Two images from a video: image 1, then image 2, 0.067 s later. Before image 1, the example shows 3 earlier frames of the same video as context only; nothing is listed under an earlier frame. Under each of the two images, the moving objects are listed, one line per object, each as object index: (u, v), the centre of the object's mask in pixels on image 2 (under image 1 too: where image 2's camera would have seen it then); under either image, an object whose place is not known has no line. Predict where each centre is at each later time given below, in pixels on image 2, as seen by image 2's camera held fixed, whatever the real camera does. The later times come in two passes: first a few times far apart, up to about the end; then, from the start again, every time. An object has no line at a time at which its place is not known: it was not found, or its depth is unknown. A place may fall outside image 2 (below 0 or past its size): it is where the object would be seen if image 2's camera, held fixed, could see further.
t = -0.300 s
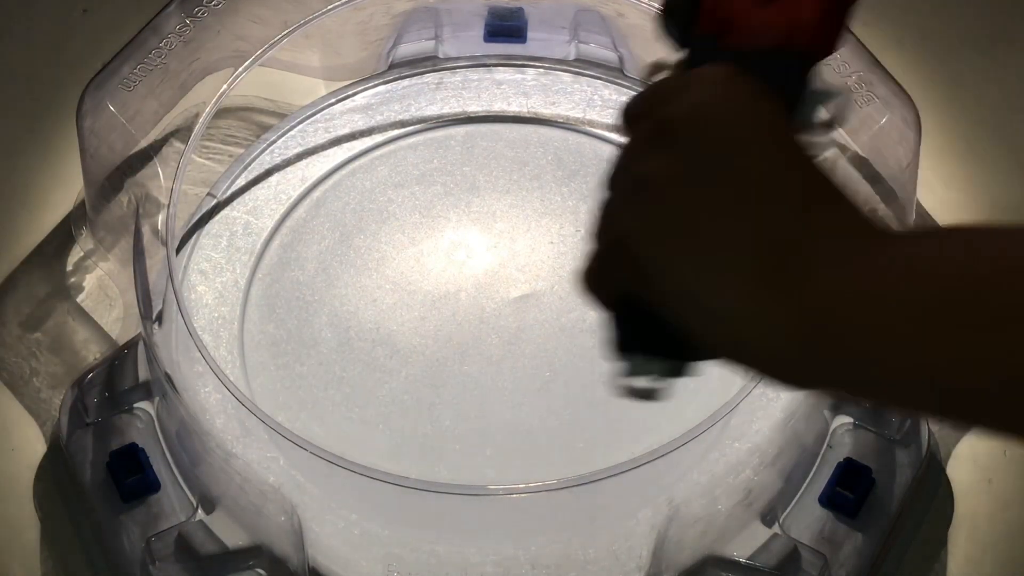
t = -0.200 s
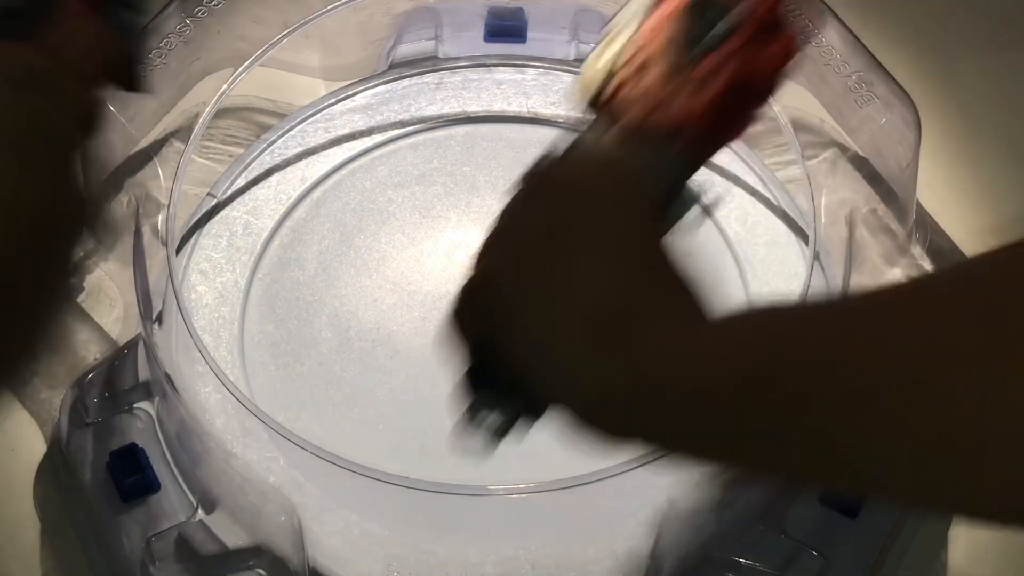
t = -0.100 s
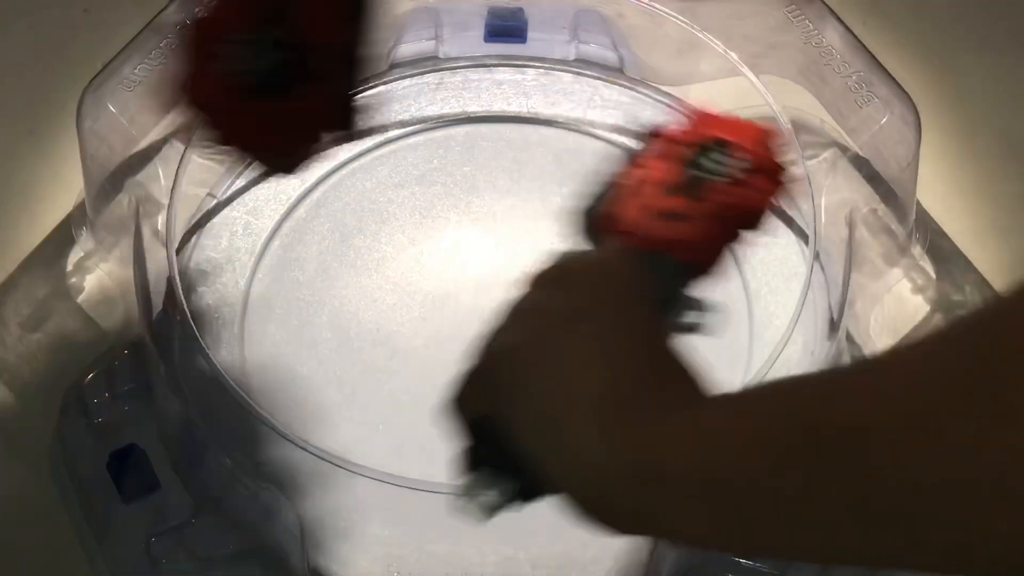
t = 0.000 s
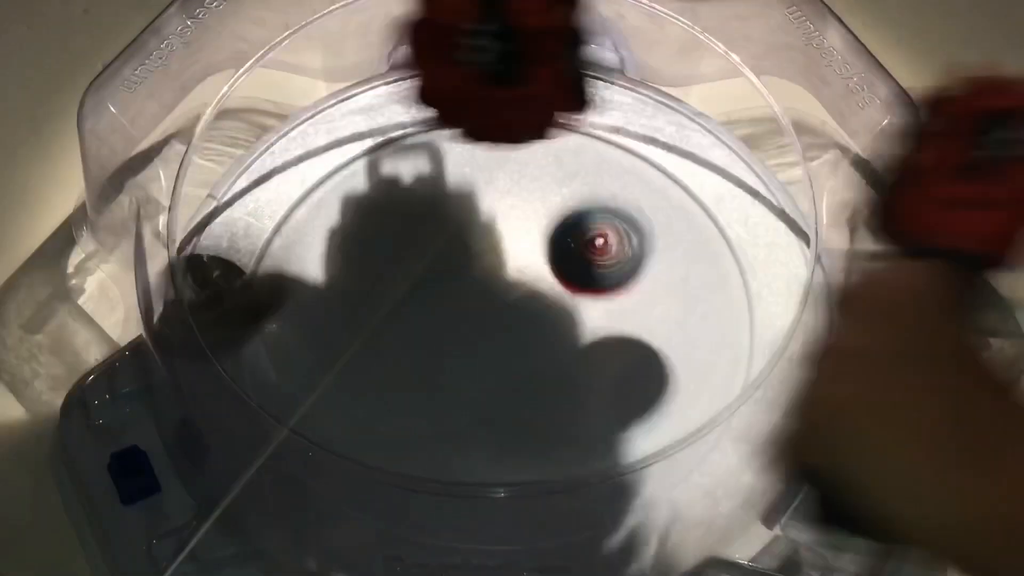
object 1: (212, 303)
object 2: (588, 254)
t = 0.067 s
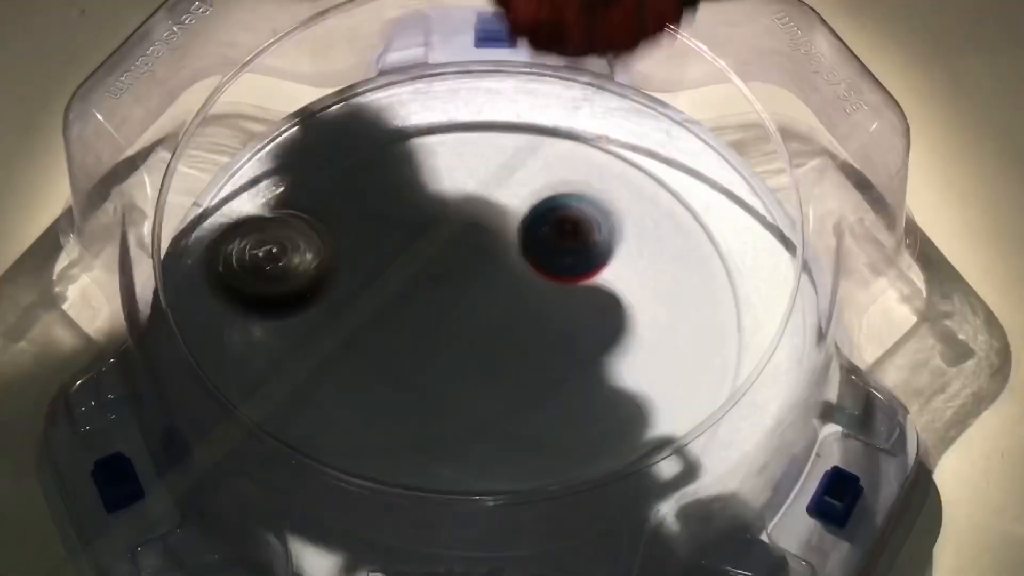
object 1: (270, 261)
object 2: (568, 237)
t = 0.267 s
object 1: (528, 289)
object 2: (421, 194)
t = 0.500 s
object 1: (692, 237)
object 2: (322, 315)
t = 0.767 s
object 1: (495, 193)
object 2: (554, 446)
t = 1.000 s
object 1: (319, 273)
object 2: (680, 242)
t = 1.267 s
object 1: (445, 416)
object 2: (373, 127)
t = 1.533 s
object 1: (563, 323)
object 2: (310, 460)
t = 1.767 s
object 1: (497, 237)
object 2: (713, 396)
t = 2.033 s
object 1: (391, 321)
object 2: (441, 106)
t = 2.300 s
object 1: (523, 400)
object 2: (370, 497)
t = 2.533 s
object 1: (595, 306)
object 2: (731, 261)
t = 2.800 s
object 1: (494, 264)
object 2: (271, 209)
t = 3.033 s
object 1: (441, 356)
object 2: (525, 512)
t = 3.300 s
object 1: (556, 388)
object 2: (627, 142)
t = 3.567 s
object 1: (551, 258)
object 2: (235, 335)
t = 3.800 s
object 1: (452, 265)
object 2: (641, 466)
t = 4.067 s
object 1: (412, 343)
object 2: (547, 110)
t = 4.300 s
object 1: (482, 371)
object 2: (234, 319)
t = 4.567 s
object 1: (489, 289)
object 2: (565, 504)
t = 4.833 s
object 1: (404, 304)
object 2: (689, 270)
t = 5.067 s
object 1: (449, 353)
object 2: (490, 160)
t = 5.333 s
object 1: (514, 297)
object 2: (318, 317)
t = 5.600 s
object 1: (445, 265)
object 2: (502, 426)
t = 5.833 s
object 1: (434, 329)
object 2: (582, 306)
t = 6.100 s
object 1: (539, 331)
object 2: (464, 254)
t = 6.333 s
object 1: (506, 262)
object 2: (412, 315)
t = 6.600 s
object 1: (464, 300)
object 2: (433, 389)
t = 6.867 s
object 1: (543, 212)
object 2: (471, 486)
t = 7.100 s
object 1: (453, 233)
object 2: (538, 433)
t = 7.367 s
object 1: (402, 292)
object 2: (509, 341)
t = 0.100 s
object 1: (317, 255)
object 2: (554, 246)
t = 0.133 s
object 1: (365, 269)
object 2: (528, 220)
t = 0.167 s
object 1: (409, 288)
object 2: (499, 203)
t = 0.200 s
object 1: (449, 322)
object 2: (471, 201)
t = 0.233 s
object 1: (490, 324)
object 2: (445, 195)
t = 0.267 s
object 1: (528, 289)
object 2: (421, 194)
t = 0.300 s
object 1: (565, 267)
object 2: (399, 199)
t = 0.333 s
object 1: (602, 258)
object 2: (380, 208)
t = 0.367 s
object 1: (637, 262)
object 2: (361, 220)
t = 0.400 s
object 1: (668, 273)
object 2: (345, 236)
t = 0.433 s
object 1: (682, 256)
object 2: (332, 259)
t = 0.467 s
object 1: (692, 246)
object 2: (323, 285)
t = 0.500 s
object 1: (692, 237)
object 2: (322, 315)
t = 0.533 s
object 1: (685, 226)
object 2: (326, 343)
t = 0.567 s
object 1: (673, 220)
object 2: (338, 373)
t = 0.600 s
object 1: (654, 213)
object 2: (358, 399)
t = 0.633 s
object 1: (630, 208)
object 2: (387, 424)
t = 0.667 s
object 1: (599, 204)
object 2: (424, 441)
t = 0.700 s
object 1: (566, 196)
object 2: (464, 452)
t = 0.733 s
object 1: (529, 193)
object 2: (508, 453)
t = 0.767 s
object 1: (495, 193)
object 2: (554, 446)
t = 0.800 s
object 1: (463, 196)
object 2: (594, 433)
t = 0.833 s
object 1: (432, 200)
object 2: (631, 412)
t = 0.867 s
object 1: (404, 207)
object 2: (662, 382)
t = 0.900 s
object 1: (375, 218)
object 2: (680, 347)
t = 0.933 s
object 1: (353, 231)
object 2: (691, 311)
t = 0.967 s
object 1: (333, 250)
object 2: (690, 276)
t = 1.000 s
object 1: (319, 273)
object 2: (680, 242)
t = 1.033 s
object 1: (313, 296)
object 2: (662, 209)
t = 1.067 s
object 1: (313, 321)
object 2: (633, 176)
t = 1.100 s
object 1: (322, 346)
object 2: (598, 148)
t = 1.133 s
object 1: (337, 370)
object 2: (558, 127)
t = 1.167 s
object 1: (361, 387)
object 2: (513, 114)
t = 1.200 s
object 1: (387, 401)
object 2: (465, 108)
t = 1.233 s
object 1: (416, 411)
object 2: (418, 111)
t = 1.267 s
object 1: (445, 416)
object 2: (373, 127)
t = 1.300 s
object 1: (475, 417)
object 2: (330, 153)
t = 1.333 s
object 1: (501, 412)
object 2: (292, 186)
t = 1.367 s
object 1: (523, 404)
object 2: (260, 226)
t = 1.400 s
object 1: (540, 392)
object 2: (238, 268)
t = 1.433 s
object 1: (551, 379)
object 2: (233, 317)
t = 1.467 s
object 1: (558, 362)
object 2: (246, 368)
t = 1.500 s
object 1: (562, 343)
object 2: (267, 421)
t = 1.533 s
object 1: (563, 323)
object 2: (310, 460)
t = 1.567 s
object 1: (559, 306)
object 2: (363, 496)
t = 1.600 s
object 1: (554, 290)
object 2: (427, 513)
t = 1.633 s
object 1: (546, 277)
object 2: (496, 516)
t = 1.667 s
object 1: (537, 262)
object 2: (563, 506)
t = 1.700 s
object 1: (527, 250)
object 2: (625, 479)
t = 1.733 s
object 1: (514, 242)
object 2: (677, 441)
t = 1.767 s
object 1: (497, 237)
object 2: (713, 396)
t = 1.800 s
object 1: (477, 231)
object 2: (733, 345)
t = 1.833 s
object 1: (457, 233)
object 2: (736, 291)
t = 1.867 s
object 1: (437, 240)
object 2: (722, 239)
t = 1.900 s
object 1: (421, 251)
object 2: (690, 190)
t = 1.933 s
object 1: (407, 267)
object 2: (643, 147)
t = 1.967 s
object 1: (397, 283)
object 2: (583, 120)
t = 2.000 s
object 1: (391, 301)
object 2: (513, 101)
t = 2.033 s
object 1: (391, 321)
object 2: (441, 106)
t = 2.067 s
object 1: (395, 340)
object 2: (372, 127)
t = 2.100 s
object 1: (406, 360)
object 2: (312, 166)
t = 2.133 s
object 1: (421, 375)
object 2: (265, 212)
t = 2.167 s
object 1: (439, 388)
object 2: (238, 273)
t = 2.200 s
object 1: (459, 395)
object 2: (234, 336)
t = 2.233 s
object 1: (479, 401)
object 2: (254, 405)
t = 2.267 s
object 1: (501, 403)
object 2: (302, 460)
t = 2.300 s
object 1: (523, 400)
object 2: (370, 497)
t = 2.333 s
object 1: (542, 395)
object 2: (453, 516)
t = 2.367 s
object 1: (558, 383)
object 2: (537, 510)
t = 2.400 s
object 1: (574, 369)
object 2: (617, 487)
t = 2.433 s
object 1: (584, 355)
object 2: (681, 440)
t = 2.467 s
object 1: (592, 338)
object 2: (711, 375)
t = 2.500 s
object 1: (597, 322)
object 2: (734, 320)
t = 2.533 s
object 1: (595, 306)
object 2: (731, 261)
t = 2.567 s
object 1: (590, 289)
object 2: (701, 205)
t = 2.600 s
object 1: (581, 278)
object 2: (654, 157)
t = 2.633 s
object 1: (569, 269)
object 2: (593, 124)
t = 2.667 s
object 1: (552, 261)
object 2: (522, 107)
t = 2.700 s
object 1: (537, 260)
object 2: (451, 106)
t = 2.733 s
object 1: (522, 260)
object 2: (381, 128)
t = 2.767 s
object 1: (508, 262)
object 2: (315, 162)
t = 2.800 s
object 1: (494, 264)
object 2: (271, 209)
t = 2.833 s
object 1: (479, 271)
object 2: (239, 267)
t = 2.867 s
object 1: (465, 282)
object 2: (234, 329)
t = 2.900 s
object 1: (455, 294)
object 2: (255, 392)
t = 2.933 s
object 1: (446, 308)
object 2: (297, 452)
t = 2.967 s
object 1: (441, 323)
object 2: (362, 495)
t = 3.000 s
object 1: (439, 339)
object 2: (442, 514)
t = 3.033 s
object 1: (441, 356)
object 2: (525, 512)
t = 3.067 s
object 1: (447, 370)
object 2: (602, 490)
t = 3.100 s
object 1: (458, 385)
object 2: (665, 451)
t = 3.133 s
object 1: (472, 395)
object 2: (707, 396)
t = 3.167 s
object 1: (488, 402)
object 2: (729, 339)
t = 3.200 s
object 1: (503, 405)
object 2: (735, 285)
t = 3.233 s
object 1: (520, 403)
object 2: (715, 228)
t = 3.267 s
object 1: (539, 397)
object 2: (679, 182)
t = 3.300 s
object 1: (556, 388)
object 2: (627, 142)
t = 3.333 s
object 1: (572, 373)
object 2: (565, 115)
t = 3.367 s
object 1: (583, 358)
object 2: (496, 105)
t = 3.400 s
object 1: (589, 338)
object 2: (427, 111)
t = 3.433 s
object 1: (590, 319)
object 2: (362, 132)
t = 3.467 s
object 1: (584, 300)
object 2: (305, 172)
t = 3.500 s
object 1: (576, 283)
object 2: (263, 218)
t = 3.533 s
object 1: (564, 269)
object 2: (237, 275)
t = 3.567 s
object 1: (551, 258)
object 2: (235, 335)
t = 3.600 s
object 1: (535, 252)
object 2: (253, 396)
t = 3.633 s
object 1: (520, 248)
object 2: (294, 448)
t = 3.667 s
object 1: (503, 247)
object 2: (353, 489)
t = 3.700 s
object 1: (488, 248)
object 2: (425, 511)
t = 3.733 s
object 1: (475, 252)
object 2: (504, 515)
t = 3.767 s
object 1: (463, 259)
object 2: (576, 498)
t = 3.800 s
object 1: (452, 265)
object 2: (641, 466)
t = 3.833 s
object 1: (439, 274)
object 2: (692, 422)
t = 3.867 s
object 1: (428, 284)
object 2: (723, 368)
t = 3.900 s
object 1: (420, 295)
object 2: (734, 310)
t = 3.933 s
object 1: (414, 305)
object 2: (728, 260)
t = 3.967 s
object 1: (411, 316)
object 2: (703, 210)
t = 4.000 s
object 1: (409, 325)
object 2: (663, 164)
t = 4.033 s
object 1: (411, 335)
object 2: (608, 131)
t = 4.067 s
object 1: (412, 343)
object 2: (547, 110)
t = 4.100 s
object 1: (418, 350)
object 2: (481, 105)
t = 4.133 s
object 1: (425, 357)
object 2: (416, 111)
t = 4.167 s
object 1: (436, 365)
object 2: (356, 136)
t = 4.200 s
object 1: (447, 371)
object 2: (302, 174)
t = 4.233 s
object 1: (460, 373)
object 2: (262, 215)
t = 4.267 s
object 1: (470, 374)
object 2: (240, 267)
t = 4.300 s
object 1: (482, 371)
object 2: (234, 319)
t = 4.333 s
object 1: (493, 364)
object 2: (243, 369)
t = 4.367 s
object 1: (502, 354)
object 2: (268, 422)
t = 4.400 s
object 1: (507, 343)
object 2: (308, 460)
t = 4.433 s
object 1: (507, 334)
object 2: (358, 491)
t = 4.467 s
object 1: (506, 321)
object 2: (415, 511)
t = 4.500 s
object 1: (502, 308)
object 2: (467, 517)
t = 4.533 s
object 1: (496, 297)
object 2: (518, 516)
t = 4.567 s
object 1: (489, 289)
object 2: (565, 504)
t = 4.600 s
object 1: (479, 282)
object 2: (607, 486)
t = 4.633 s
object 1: (466, 277)
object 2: (641, 459)
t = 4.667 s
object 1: (452, 274)
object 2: (668, 431)
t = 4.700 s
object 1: (441, 274)
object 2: (681, 394)
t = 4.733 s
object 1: (430, 279)
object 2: (697, 365)
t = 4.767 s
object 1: (419, 284)
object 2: (702, 332)
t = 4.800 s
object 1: (409, 295)
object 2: (699, 301)
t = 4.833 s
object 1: (404, 304)
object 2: (689, 270)
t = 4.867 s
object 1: (404, 313)
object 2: (673, 241)
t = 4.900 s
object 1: (409, 321)
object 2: (651, 216)
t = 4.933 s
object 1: (416, 333)
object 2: (624, 194)
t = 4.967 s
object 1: (424, 342)
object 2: (594, 177)
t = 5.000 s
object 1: (432, 350)
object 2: (562, 167)
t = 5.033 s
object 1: (440, 353)
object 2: (526, 159)
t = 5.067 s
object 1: (449, 353)
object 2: (490, 160)
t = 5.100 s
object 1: (461, 352)
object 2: (456, 166)
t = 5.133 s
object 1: (475, 350)
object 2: (423, 176)
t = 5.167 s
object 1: (488, 344)
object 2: (394, 192)
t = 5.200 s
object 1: (496, 338)
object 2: (368, 211)
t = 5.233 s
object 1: (503, 330)
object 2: (345, 234)
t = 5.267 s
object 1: (508, 320)
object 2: (330, 260)
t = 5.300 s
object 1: (513, 309)
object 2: (320, 290)
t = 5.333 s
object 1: (514, 297)
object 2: (318, 317)
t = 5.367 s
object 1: (510, 286)
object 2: (323, 344)
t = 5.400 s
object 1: (503, 276)
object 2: (337, 369)
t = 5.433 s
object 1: (493, 268)
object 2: (356, 392)
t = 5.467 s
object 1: (482, 264)
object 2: (381, 409)
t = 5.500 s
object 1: (470, 258)
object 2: (409, 423)
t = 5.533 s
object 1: (459, 256)
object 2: (439, 430)
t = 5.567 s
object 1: (452, 260)
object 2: (471, 430)
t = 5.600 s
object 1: (445, 265)
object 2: (502, 426)
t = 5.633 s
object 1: (438, 273)
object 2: (529, 416)
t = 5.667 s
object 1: (431, 283)
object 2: (552, 402)
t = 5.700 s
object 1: (425, 293)
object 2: (568, 385)
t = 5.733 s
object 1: (422, 303)
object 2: (579, 365)
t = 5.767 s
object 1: (423, 309)
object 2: (585, 344)
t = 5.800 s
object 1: (426, 320)
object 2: (585, 324)
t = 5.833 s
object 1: (434, 329)
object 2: (582, 306)
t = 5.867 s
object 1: (444, 339)
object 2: (574, 289)
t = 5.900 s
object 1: (457, 346)
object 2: (565, 276)
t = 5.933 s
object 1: (470, 349)
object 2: (552, 266)
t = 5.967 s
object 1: (485, 351)
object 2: (535, 258)
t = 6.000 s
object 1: (501, 350)
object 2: (516, 252)
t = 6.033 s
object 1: (517, 344)
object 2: (496, 250)
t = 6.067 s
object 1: (530, 340)
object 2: (479, 251)
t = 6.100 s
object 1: (539, 331)
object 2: (464, 254)
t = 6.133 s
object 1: (545, 319)
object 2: (449, 259)
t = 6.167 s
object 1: (547, 306)
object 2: (439, 266)
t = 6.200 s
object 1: (546, 292)
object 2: (431, 275)
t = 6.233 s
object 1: (540, 281)
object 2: (426, 285)
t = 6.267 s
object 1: (529, 273)
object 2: (422, 294)
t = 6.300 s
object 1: (515, 266)
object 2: (419, 304)
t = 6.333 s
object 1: (506, 262)
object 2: (412, 315)
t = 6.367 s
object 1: (501, 262)
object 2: (406, 326)
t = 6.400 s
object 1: (497, 265)
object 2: (402, 337)
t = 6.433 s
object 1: (494, 273)
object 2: (401, 348)
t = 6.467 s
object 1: (489, 281)
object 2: (403, 358)
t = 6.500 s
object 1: (480, 289)
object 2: (410, 365)
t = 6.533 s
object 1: (471, 297)
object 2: (417, 373)
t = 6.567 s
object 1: (466, 300)
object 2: (424, 381)
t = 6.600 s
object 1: (464, 300)
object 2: (433, 389)
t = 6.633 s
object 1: (466, 303)
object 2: (443, 393)
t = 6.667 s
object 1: (468, 308)
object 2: (454, 396)
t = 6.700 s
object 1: (487, 292)
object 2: (449, 422)
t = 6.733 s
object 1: (507, 270)
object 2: (444, 447)
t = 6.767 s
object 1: (523, 250)
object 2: (445, 458)
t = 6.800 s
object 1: (535, 234)
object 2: (449, 475)
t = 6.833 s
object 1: (541, 222)
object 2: (458, 482)
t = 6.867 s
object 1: (543, 212)
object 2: (471, 486)
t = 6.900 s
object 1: (539, 206)
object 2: (485, 485)
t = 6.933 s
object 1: (533, 204)
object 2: (498, 481)
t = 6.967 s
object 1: (522, 203)
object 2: (509, 466)
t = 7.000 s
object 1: (506, 206)
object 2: (520, 460)
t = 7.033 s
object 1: (489, 214)
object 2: (528, 455)
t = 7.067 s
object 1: (471, 224)
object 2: (535, 447)
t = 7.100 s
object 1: (453, 233)
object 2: (538, 433)
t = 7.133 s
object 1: (439, 244)
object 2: (539, 415)
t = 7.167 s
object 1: (429, 256)
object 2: (535, 398)
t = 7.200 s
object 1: (424, 270)
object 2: (528, 381)
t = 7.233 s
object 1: (422, 283)
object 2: (519, 364)
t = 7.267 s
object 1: (424, 297)
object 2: (508, 350)
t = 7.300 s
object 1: (415, 296)
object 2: (512, 348)
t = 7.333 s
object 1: (407, 295)
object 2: (512, 345)
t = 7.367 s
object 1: (402, 292)
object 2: (509, 341)
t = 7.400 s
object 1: (401, 290)
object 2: (504, 334)
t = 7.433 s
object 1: (402, 288)
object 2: (498, 329)
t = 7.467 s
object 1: (392, 285)
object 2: (495, 329)
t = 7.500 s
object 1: (381, 282)
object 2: (489, 331)
